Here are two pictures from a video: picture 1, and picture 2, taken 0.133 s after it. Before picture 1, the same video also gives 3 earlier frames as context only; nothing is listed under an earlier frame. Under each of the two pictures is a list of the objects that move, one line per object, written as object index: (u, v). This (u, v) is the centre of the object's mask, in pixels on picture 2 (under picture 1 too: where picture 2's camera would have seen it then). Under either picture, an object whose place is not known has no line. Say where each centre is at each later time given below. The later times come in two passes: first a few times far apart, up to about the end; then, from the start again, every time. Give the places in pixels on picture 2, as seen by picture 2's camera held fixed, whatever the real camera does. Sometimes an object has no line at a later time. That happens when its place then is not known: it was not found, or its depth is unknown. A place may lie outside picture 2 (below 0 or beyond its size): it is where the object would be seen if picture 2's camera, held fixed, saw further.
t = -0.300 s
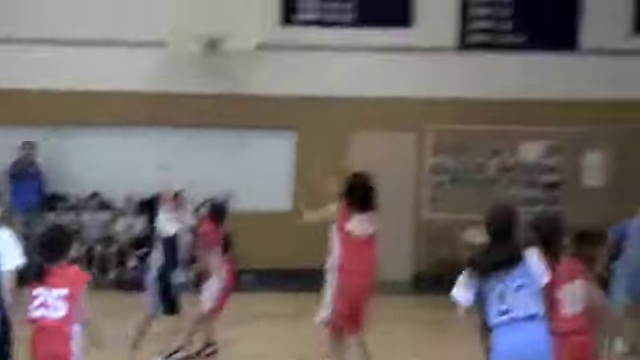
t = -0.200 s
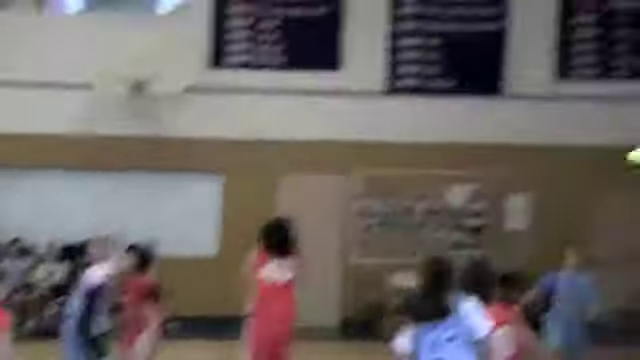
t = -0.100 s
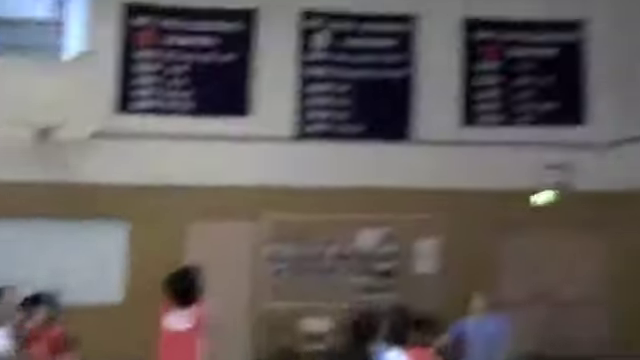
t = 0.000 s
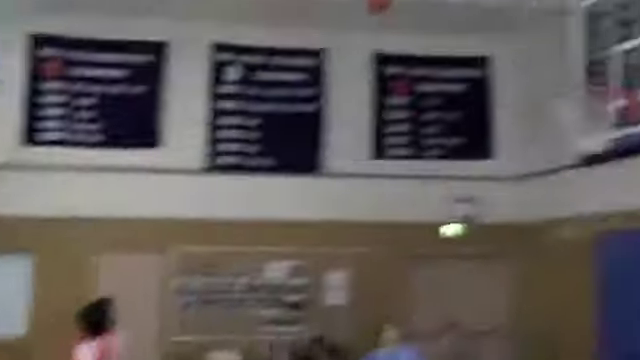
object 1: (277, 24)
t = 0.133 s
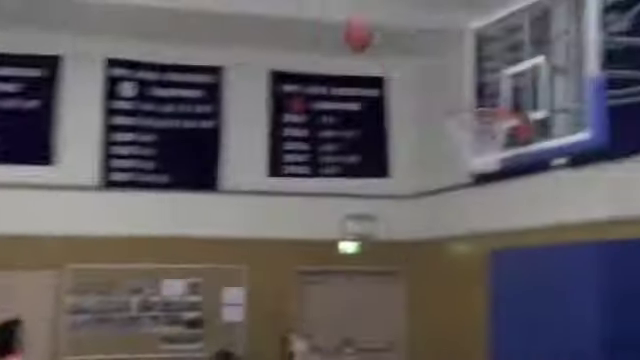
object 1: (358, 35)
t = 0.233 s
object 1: (416, 66)
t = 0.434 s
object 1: (489, 50)
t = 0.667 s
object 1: (541, 17)
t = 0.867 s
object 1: (593, 46)
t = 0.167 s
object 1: (377, 46)
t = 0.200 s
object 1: (398, 54)
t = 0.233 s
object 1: (416, 66)
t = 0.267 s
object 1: (437, 82)
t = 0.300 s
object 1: (458, 94)
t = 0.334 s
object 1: (468, 89)
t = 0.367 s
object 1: (476, 72)
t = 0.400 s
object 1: (483, 61)
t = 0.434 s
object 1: (489, 50)
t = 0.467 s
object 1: (493, 42)
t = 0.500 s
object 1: (502, 34)
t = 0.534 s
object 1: (509, 28)
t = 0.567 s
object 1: (517, 23)
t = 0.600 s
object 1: (524, 19)
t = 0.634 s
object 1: (532, 16)
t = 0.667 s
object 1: (541, 17)
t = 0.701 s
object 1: (548, 17)
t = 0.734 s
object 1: (555, 19)
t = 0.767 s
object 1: (562, 23)
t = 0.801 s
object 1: (574, 31)
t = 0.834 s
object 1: (582, 37)
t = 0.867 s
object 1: (593, 46)
